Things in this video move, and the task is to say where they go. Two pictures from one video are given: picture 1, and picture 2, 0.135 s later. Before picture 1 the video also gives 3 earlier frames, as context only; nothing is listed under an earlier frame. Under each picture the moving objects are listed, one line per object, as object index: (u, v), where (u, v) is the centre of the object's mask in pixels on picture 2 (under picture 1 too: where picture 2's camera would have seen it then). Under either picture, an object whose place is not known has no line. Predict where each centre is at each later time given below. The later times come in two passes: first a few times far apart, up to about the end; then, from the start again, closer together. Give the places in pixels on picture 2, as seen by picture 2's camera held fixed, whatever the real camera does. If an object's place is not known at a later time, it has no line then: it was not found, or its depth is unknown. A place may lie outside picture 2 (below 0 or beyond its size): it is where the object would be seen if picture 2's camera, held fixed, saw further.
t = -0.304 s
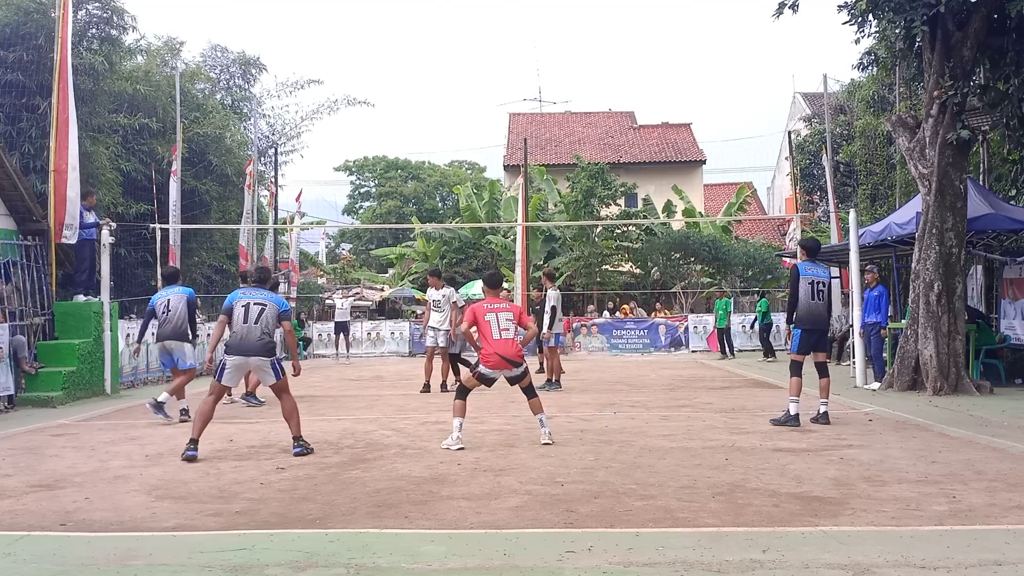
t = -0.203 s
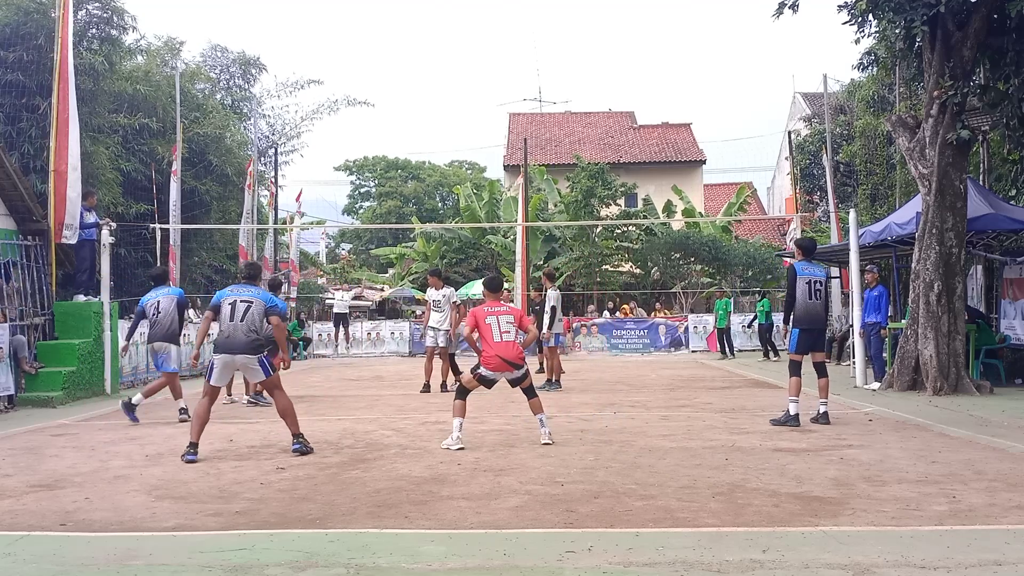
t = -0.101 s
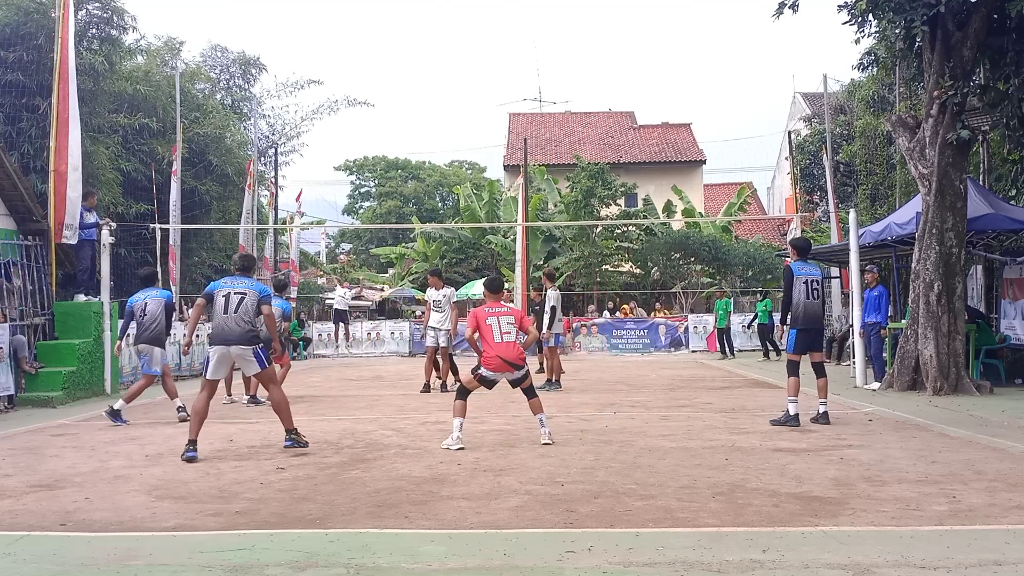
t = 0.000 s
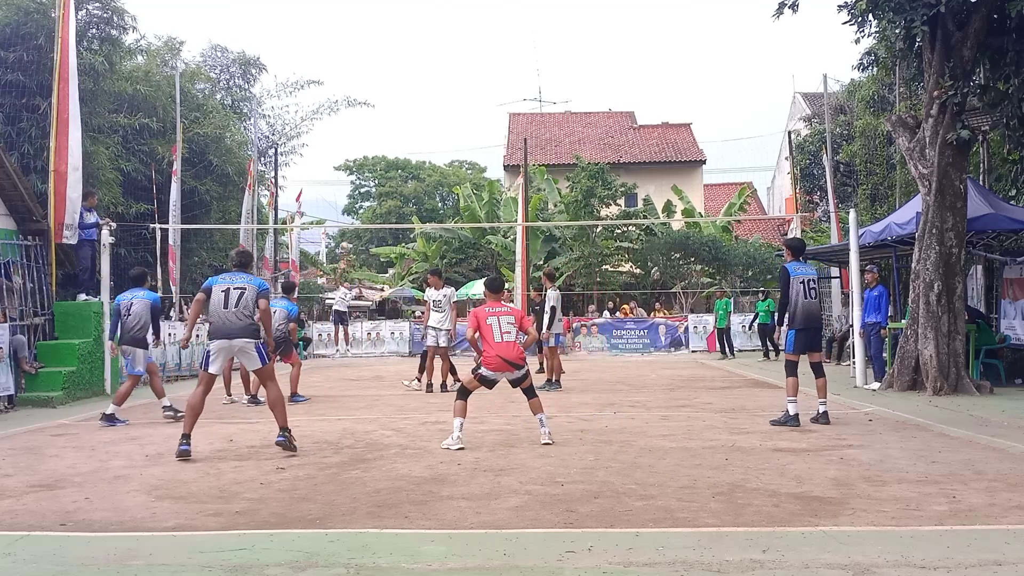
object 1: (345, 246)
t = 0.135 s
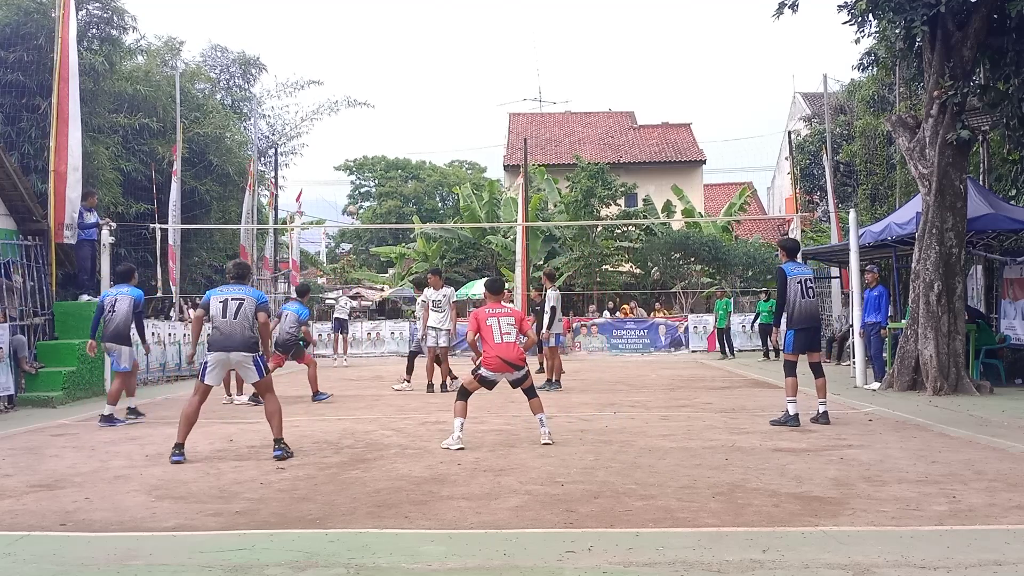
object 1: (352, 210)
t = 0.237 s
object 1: (358, 185)
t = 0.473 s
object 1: (367, 138)
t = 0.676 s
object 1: (375, 114)
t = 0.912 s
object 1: (394, 115)
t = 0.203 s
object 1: (354, 193)
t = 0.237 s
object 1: (358, 185)
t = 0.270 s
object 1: (358, 178)
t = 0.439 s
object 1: (365, 144)
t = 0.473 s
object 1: (367, 138)
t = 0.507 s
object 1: (368, 133)
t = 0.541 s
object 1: (369, 127)
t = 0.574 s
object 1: (370, 123)
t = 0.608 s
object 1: (372, 120)
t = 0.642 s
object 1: (374, 116)
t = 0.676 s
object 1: (375, 114)
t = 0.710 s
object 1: (377, 112)
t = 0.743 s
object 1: (379, 110)
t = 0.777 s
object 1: (382, 110)
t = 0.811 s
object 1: (384, 110)
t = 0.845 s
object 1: (387, 111)
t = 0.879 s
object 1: (390, 113)
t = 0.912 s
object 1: (394, 115)
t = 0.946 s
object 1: (398, 118)
